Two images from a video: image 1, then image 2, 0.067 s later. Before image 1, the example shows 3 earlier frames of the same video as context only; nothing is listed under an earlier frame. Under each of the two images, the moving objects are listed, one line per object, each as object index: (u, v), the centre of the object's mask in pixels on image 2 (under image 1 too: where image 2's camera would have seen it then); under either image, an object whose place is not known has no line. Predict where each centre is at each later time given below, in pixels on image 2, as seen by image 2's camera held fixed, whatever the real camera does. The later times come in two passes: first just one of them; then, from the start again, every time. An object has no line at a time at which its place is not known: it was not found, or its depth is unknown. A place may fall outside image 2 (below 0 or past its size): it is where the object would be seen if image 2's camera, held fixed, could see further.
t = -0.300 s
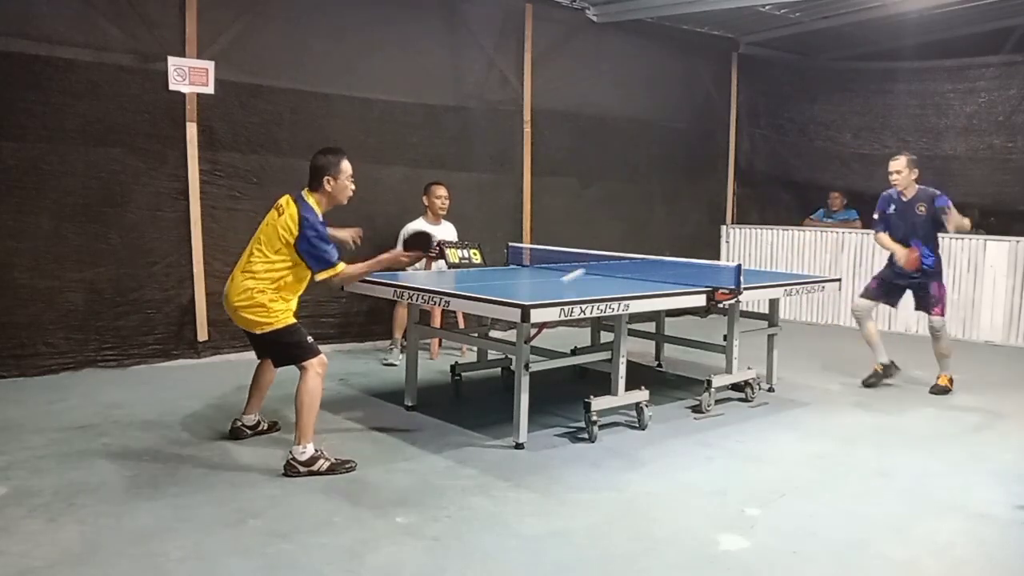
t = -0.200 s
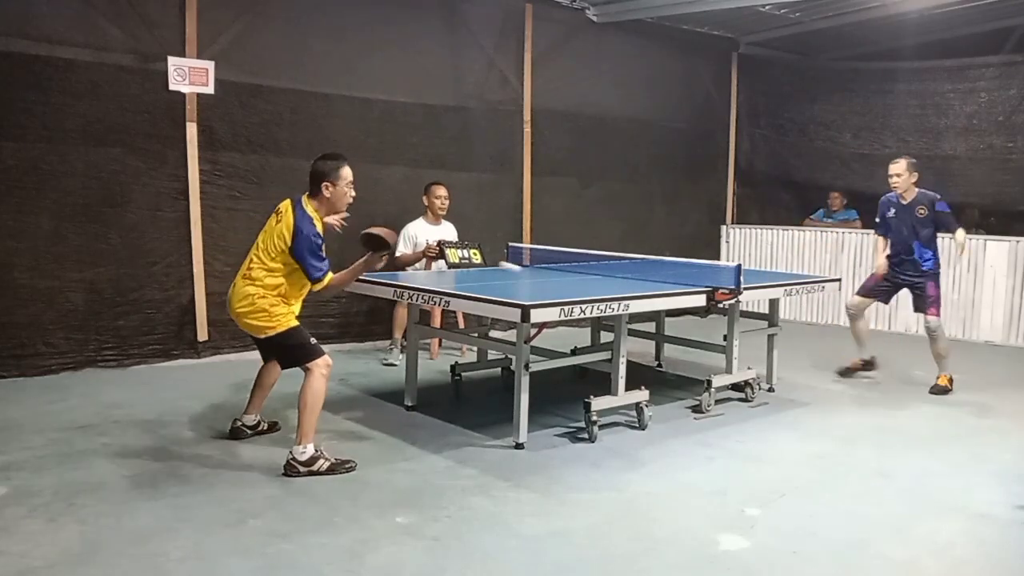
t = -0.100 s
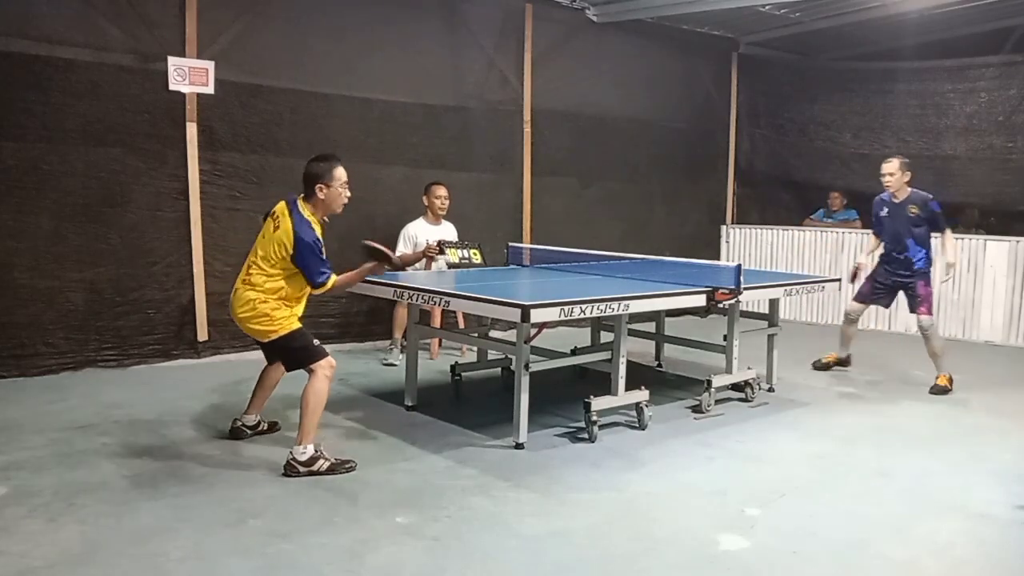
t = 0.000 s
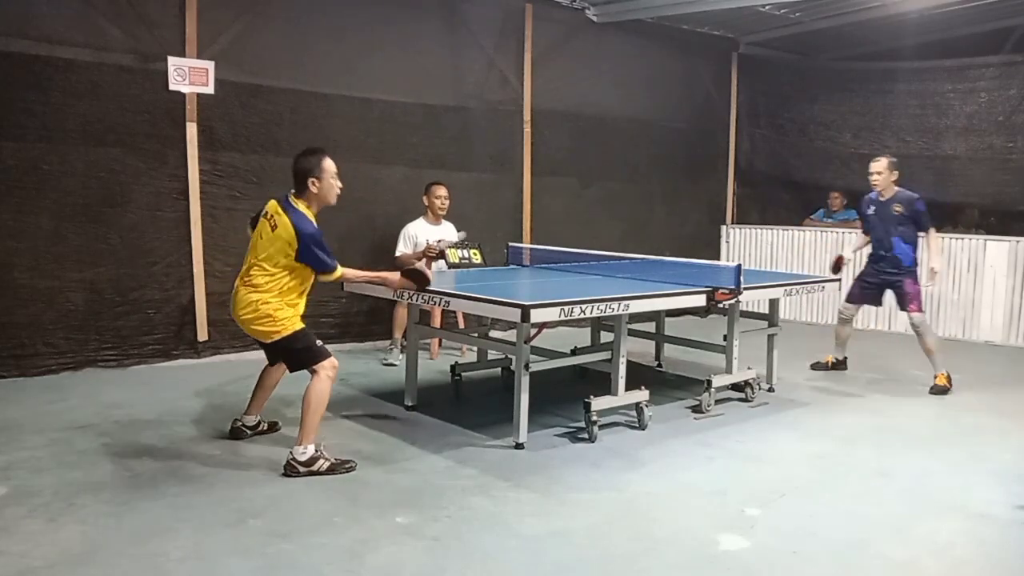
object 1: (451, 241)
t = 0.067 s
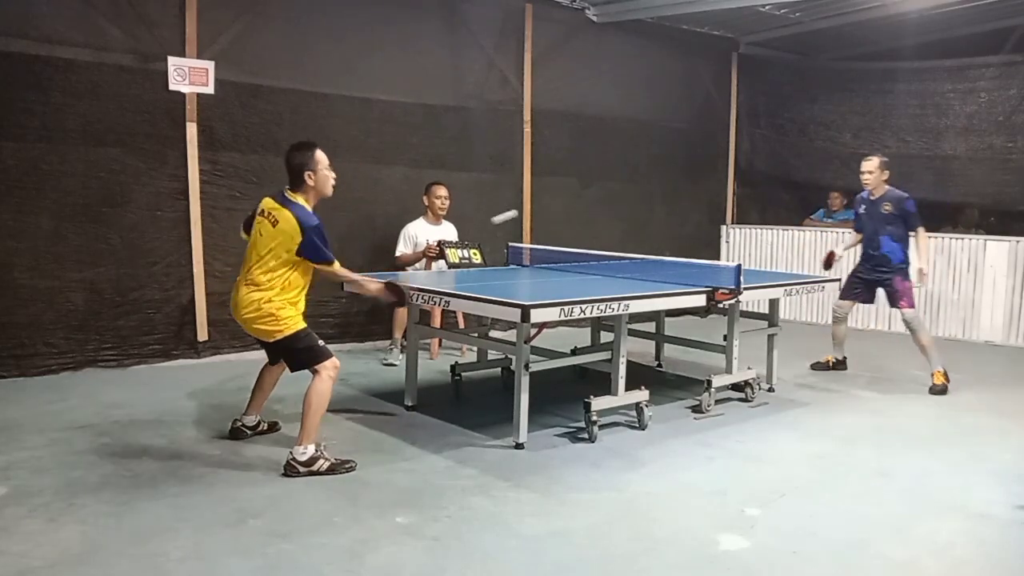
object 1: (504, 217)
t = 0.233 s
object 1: (610, 198)
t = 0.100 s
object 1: (528, 209)
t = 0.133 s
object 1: (550, 203)
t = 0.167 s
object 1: (572, 200)
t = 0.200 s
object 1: (591, 198)
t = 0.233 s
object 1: (610, 198)
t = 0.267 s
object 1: (627, 200)
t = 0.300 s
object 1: (643, 203)
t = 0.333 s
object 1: (660, 208)
